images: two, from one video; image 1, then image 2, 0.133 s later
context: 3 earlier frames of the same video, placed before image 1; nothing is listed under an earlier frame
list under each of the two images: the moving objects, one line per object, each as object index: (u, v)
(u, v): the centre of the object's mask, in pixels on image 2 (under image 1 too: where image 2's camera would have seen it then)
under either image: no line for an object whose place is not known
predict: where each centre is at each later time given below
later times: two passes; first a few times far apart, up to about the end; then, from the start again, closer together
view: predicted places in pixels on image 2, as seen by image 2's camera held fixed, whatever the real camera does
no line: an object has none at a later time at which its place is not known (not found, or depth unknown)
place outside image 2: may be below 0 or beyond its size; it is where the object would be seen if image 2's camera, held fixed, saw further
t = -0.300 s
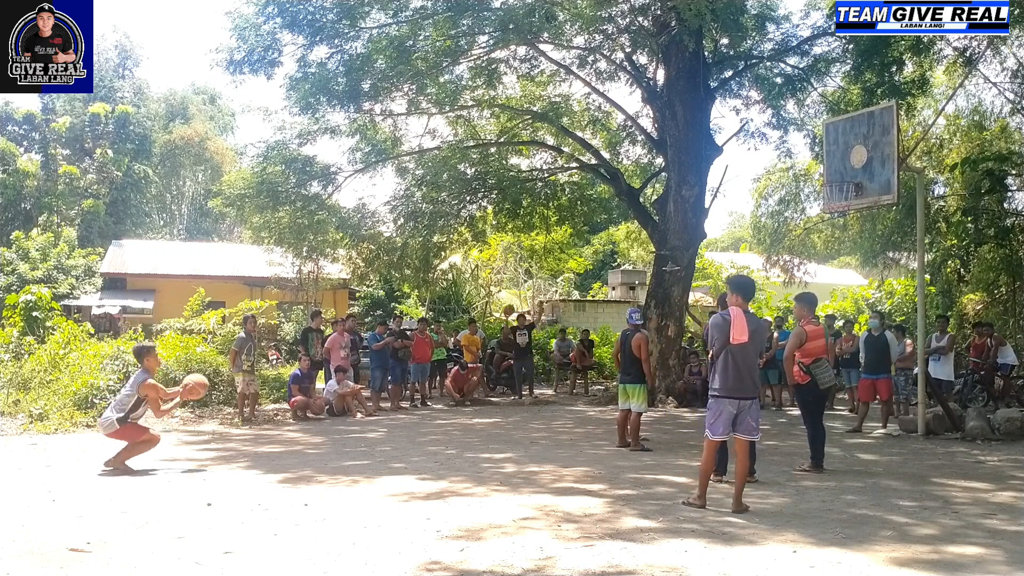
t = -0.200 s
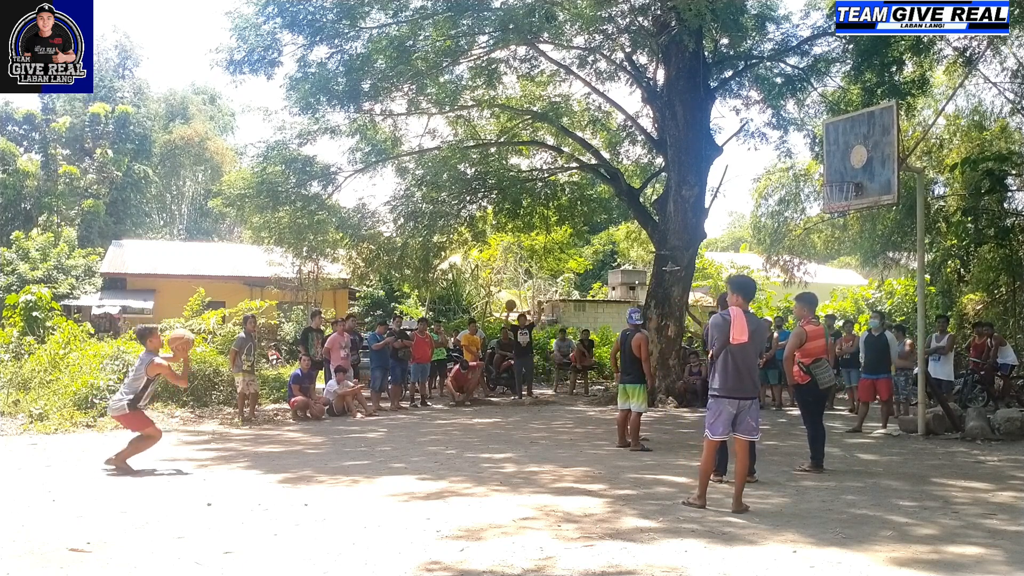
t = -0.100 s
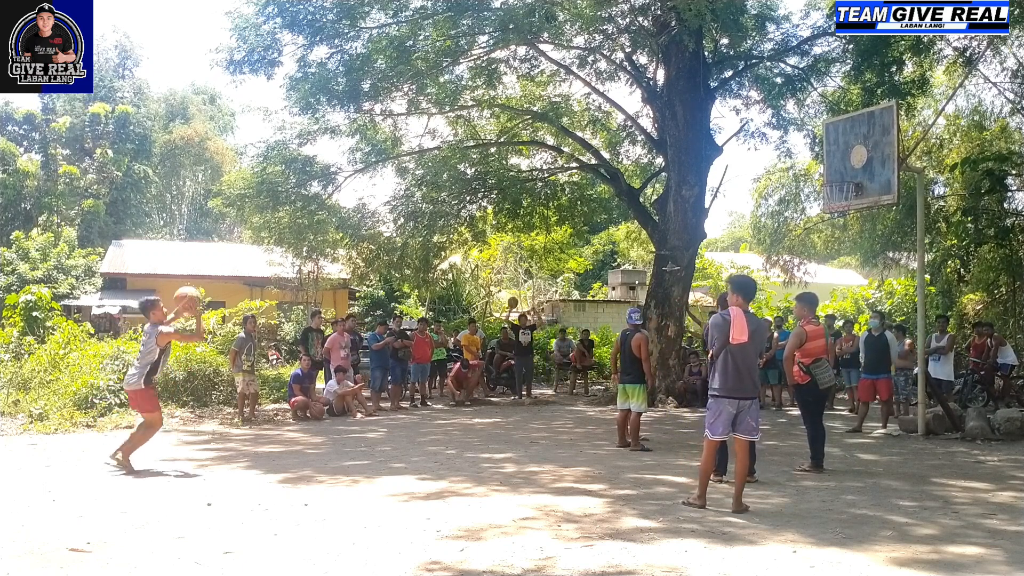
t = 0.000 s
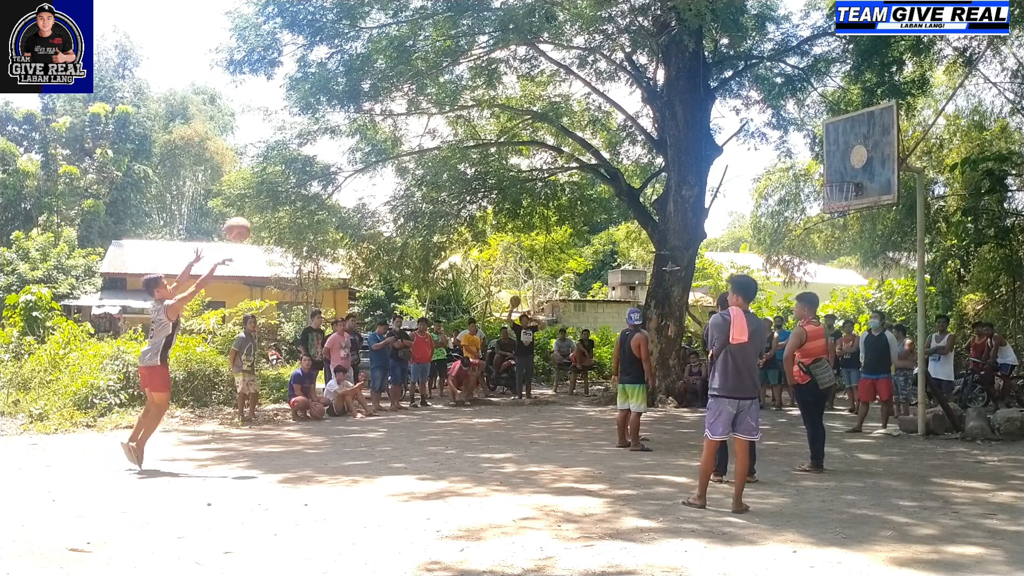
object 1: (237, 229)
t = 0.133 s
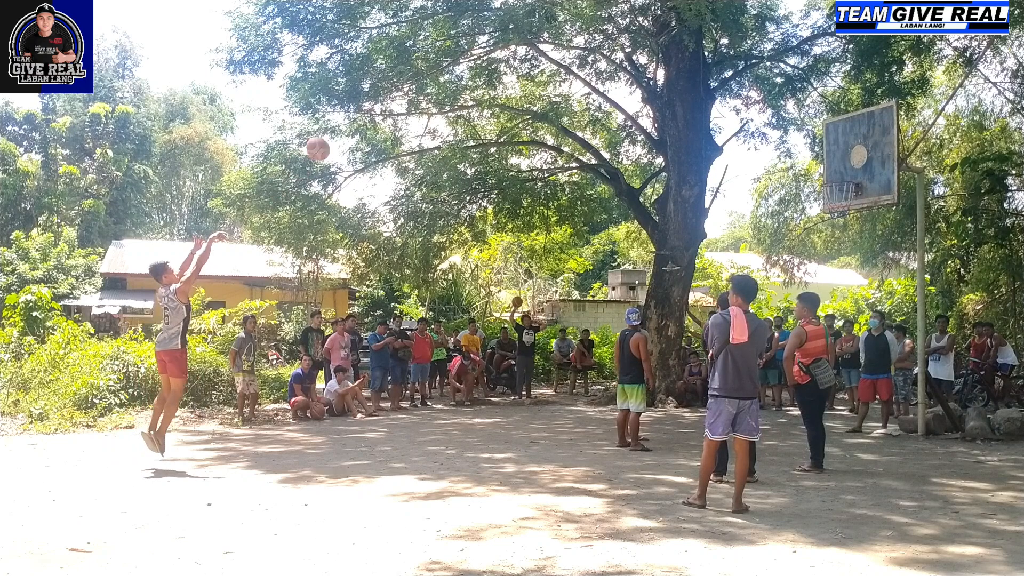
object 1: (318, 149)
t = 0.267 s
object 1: (392, 89)
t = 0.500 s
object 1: (511, 30)
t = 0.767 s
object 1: (632, 25)
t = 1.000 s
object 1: (728, 68)
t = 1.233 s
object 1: (817, 151)
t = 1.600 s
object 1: (819, 219)
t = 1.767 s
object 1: (819, 252)
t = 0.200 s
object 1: (356, 116)
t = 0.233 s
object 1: (374, 102)
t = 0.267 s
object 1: (392, 89)
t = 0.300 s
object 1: (409, 76)
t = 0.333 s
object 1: (427, 66)
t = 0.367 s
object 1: (444, 57)
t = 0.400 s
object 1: (461, 48)
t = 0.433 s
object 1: (478, 41)
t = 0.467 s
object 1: (495, 35)
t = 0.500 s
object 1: (511, 30)
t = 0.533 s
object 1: (527, 25)
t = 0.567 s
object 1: (543, 23)
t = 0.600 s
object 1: (558, 20)
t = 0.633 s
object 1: (573, 20)
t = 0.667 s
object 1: (588, 19)
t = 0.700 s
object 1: (603, 20)
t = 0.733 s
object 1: (618, 23)
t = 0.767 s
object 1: (632, 25)
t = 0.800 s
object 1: (647, 29)
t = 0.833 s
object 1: (661, 33)
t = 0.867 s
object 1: (675, 39)
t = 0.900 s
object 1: (689, 45)
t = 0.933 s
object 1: (701, 52)
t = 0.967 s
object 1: (715, 60)
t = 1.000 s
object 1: (728, 68)
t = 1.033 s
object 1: (741, 77)
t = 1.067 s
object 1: (754, 87)
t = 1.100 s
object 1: (767, 99)
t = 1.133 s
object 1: (780, 110)
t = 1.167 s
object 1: (793, 123)
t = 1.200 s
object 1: (804, 136)
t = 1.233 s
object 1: (817, 151)
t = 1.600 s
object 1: (819, 219)
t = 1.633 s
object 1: (819, 222)
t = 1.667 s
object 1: (819, 229)
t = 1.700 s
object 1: (819, 236)
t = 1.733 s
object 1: (818, 243)
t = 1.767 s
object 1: (819, 252)
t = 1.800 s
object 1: (818, 260)
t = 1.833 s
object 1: (816, 270)
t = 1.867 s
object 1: (816, 282)
